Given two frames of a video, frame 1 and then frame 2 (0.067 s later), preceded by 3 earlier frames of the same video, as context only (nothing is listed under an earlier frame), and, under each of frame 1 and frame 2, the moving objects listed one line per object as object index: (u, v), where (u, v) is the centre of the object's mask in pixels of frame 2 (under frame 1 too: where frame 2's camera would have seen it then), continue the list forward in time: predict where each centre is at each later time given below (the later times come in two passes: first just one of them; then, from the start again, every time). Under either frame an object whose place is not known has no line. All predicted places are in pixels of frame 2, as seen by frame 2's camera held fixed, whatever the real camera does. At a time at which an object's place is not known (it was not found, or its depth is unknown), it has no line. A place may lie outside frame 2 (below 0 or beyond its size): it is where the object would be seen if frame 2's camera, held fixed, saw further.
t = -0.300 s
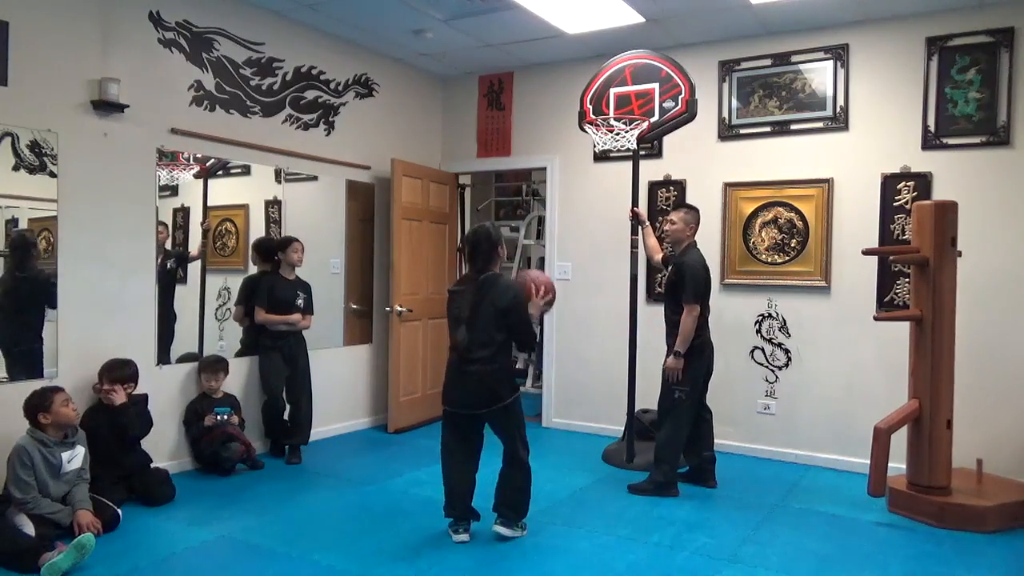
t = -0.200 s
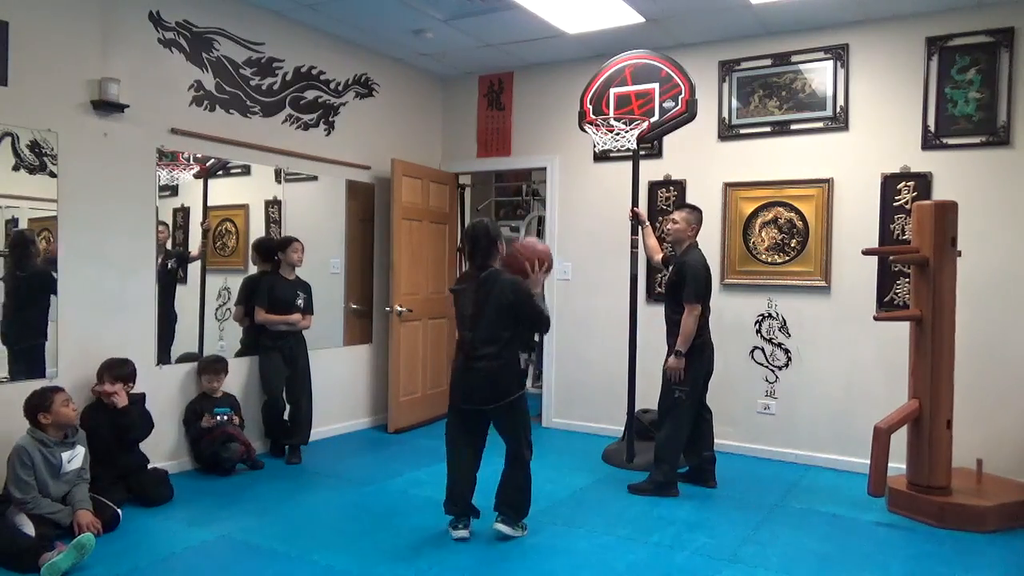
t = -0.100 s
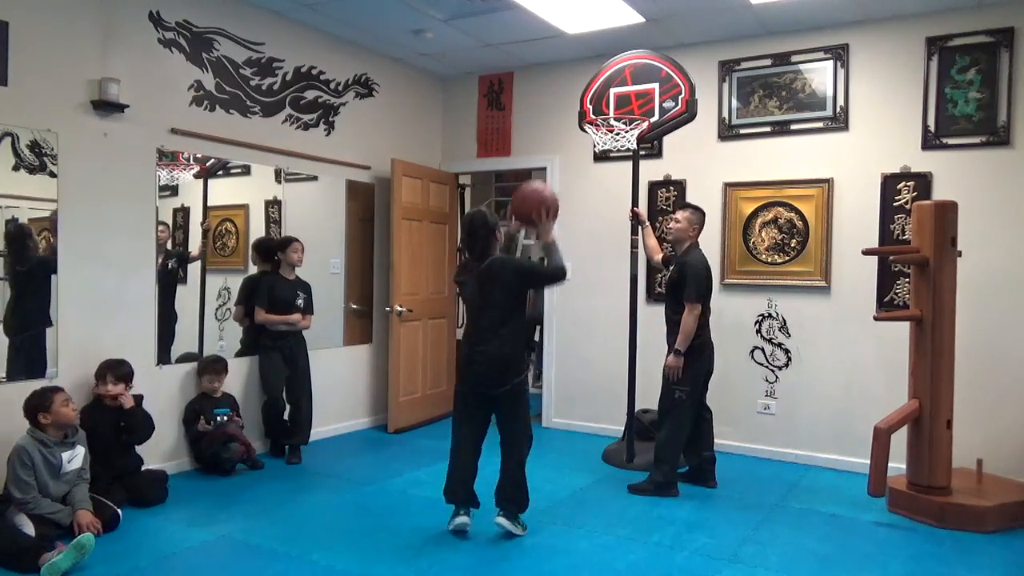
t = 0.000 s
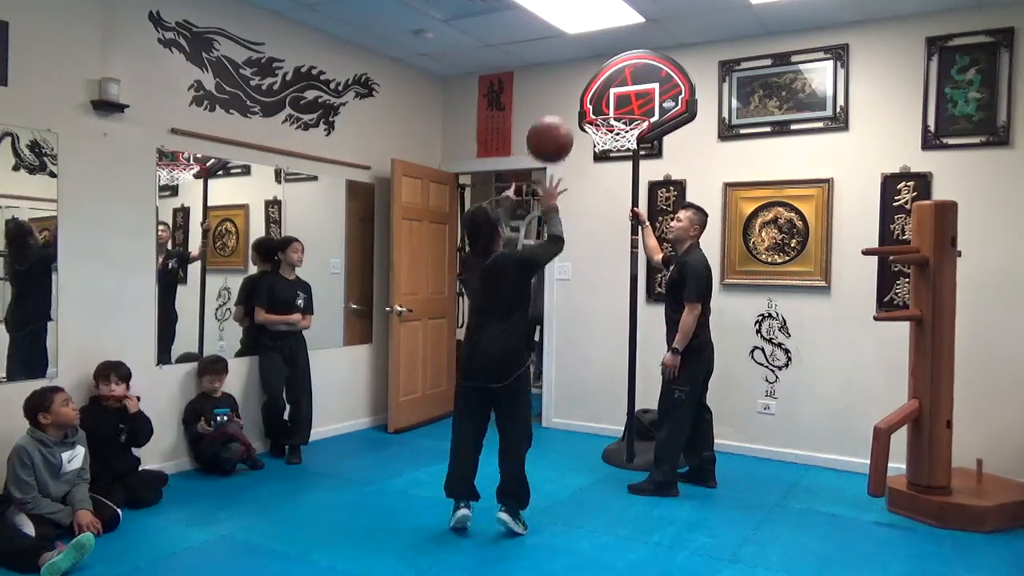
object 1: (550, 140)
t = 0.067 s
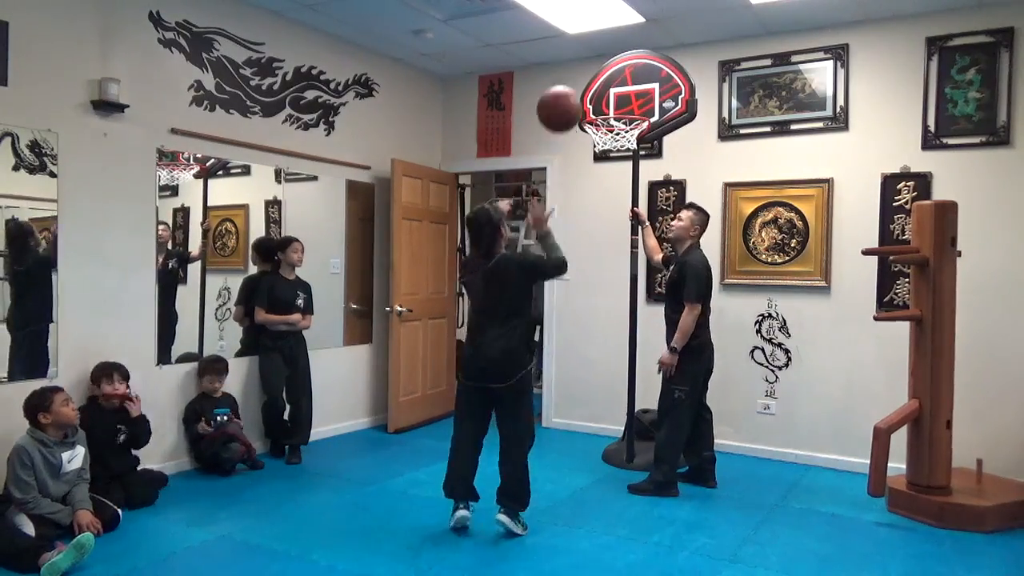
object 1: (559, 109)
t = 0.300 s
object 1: (588, 70)
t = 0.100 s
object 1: (563, 97)
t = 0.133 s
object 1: (568, 87)
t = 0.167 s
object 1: (571, 80)
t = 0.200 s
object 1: (576, 74)
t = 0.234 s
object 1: (580, 71)
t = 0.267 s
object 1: (584, 70)
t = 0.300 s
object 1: (588, 70)
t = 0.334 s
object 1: (591, 73)
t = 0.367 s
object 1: (594, 76)
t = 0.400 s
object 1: (598, 83)
